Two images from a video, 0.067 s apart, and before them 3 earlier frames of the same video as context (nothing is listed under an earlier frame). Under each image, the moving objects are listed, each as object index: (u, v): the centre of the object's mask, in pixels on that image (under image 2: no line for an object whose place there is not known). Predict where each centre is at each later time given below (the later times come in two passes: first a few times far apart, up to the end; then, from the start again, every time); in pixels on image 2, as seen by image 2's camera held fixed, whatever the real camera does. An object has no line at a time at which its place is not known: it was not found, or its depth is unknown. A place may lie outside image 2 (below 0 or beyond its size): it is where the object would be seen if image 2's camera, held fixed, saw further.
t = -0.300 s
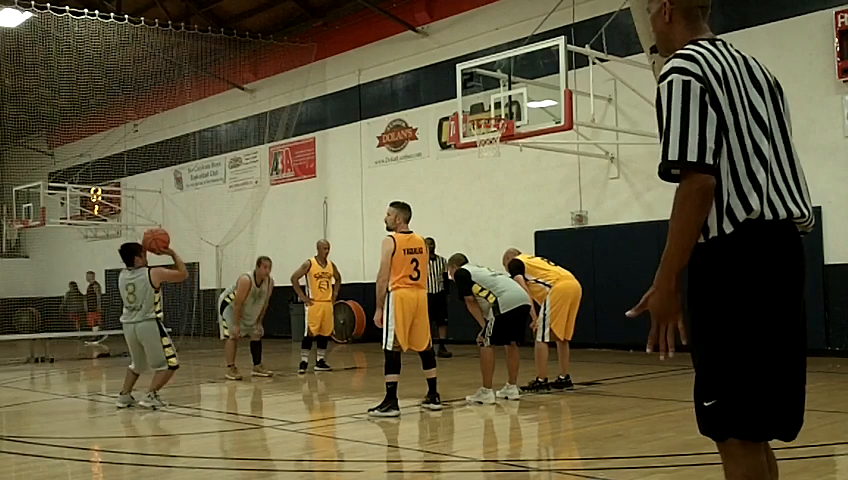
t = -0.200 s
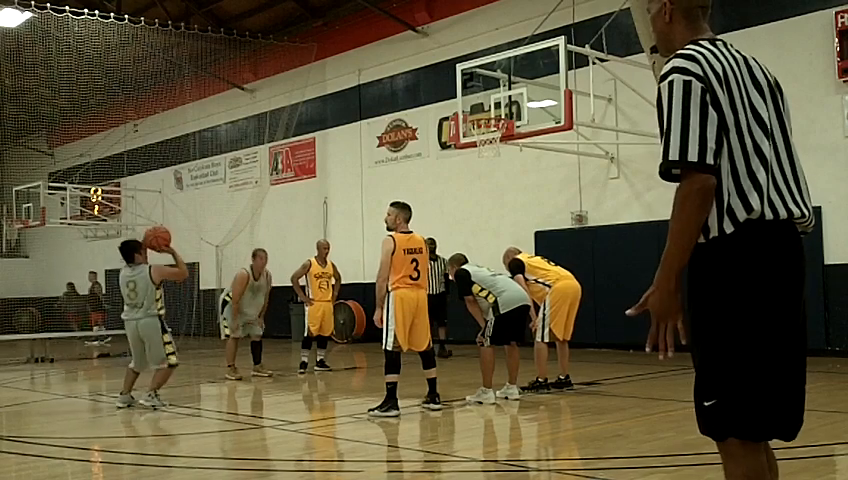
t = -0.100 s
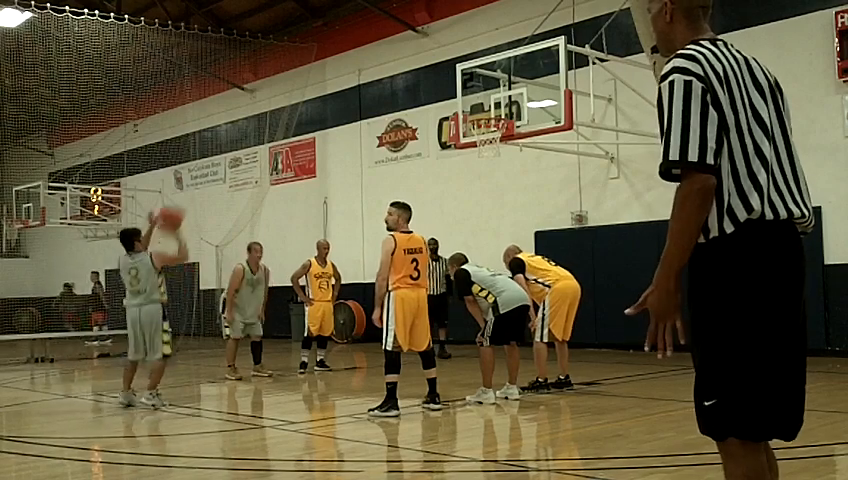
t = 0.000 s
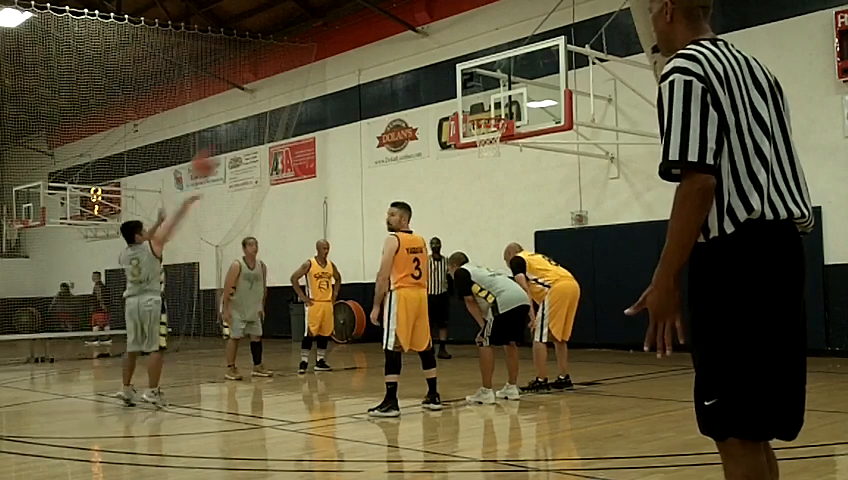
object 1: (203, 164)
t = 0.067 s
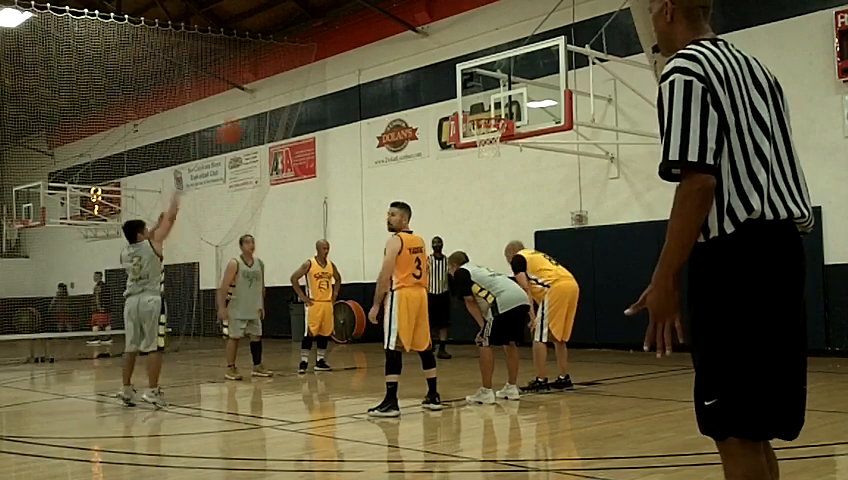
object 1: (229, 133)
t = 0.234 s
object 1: (294, 68)
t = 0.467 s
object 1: (369, 36)
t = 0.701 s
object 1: (438, 52)
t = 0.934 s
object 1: (500, 106)
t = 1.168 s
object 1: (501, 72)
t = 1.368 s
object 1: (492, 65)
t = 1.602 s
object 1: (484, 96)
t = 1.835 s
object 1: (492, 108)
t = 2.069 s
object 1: (485, 109)
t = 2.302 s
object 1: (486, 113)
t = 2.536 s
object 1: (501, 137)
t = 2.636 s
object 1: (502, 142)
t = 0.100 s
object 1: (243, 118)
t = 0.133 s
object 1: (256, 103)
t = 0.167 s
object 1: (269, 91)
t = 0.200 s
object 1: (280, 80)
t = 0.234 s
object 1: (294, 68)
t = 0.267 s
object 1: (304, 61)
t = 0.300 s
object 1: (316, 54)
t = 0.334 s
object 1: (327, 49)
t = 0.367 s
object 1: (338, 44)
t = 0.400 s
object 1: (349, 40)
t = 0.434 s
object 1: (359, 38)
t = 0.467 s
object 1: (369, 36)
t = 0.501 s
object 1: (379, 35)
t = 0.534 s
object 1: (390, 35)
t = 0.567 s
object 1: (400, 37)
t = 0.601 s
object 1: (409, 39)
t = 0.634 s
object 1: (419, 42)
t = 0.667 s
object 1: (428, 46)
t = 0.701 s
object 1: (438, 52)
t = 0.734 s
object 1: (447, 57)
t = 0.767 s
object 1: (455, 63)
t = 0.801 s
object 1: (464, 71)
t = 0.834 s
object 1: (472, 79)
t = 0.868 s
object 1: (481, 87)
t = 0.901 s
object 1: (489, 95)
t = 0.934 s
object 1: (500, 106)
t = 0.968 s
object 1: (504, 111)
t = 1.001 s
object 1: (504, 102)
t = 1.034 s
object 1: (506, 92)
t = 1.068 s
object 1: (505, 87)
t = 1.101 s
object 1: (504, 80)
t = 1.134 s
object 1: (503, 75)
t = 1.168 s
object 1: (501, 72)
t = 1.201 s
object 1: (499, 70)
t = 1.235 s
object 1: (498, 66)
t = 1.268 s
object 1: (497, 64)
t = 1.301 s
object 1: (494, 64)
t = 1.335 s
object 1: (493, 64)
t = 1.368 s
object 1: (492, 65)
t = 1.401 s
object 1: (491, 67)
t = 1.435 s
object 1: (490, 70)
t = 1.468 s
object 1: (489, 71)
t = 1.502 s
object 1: (488, 79)
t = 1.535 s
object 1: (486, 83)
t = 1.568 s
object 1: (485, 88)
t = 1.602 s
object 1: (484, 96)
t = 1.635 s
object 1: (483, 103)
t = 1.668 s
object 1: (484, 109)
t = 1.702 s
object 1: (485, 107)
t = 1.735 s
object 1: (486, 107)
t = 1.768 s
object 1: (488, 107)
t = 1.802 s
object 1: (489, 107)
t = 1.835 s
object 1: (492, 108)
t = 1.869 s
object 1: (493, 109)
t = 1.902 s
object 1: (496, 112)
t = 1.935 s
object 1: (495, 112)
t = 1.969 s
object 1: (491, 109)
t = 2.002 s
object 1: (488, 108)
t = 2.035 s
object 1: (487, 108)
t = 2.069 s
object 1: (485, 109)
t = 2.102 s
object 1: (482, 109)
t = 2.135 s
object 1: (480, 110)
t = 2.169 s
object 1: (478, 111)
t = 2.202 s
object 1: (477, 111)
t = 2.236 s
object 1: (479, 112)
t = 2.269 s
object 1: (481, 112)
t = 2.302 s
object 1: (486, 113)
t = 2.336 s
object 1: (488, 116)
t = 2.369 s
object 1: (492, 123)
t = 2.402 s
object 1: (494, 126)
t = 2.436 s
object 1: (498, 131)
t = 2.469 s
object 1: (501, 134)
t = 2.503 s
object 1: (501, 135)
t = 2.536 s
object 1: (501, 137)
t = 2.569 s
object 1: (502, 140)
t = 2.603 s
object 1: (502, 140)
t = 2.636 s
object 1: (502, 142)
